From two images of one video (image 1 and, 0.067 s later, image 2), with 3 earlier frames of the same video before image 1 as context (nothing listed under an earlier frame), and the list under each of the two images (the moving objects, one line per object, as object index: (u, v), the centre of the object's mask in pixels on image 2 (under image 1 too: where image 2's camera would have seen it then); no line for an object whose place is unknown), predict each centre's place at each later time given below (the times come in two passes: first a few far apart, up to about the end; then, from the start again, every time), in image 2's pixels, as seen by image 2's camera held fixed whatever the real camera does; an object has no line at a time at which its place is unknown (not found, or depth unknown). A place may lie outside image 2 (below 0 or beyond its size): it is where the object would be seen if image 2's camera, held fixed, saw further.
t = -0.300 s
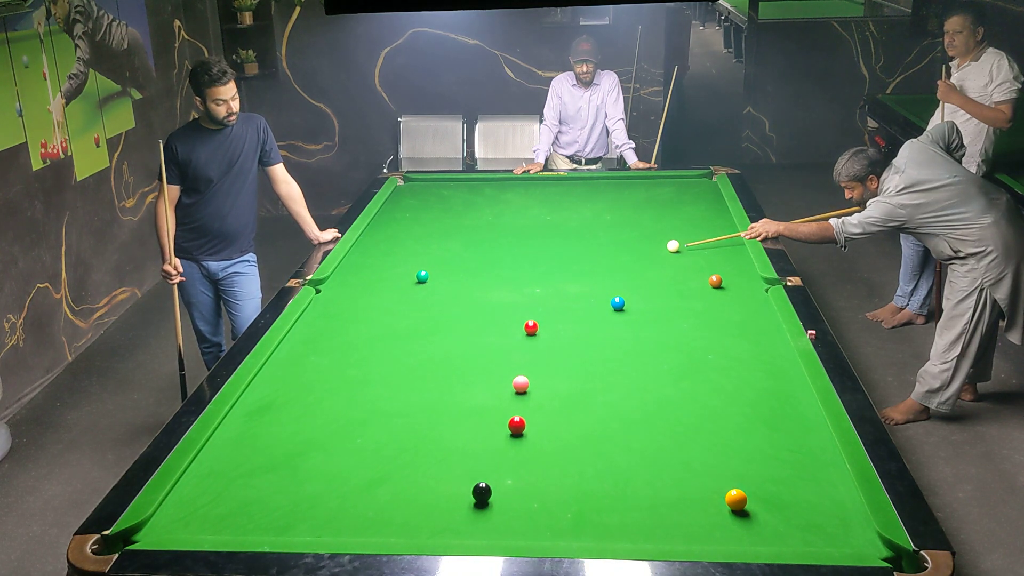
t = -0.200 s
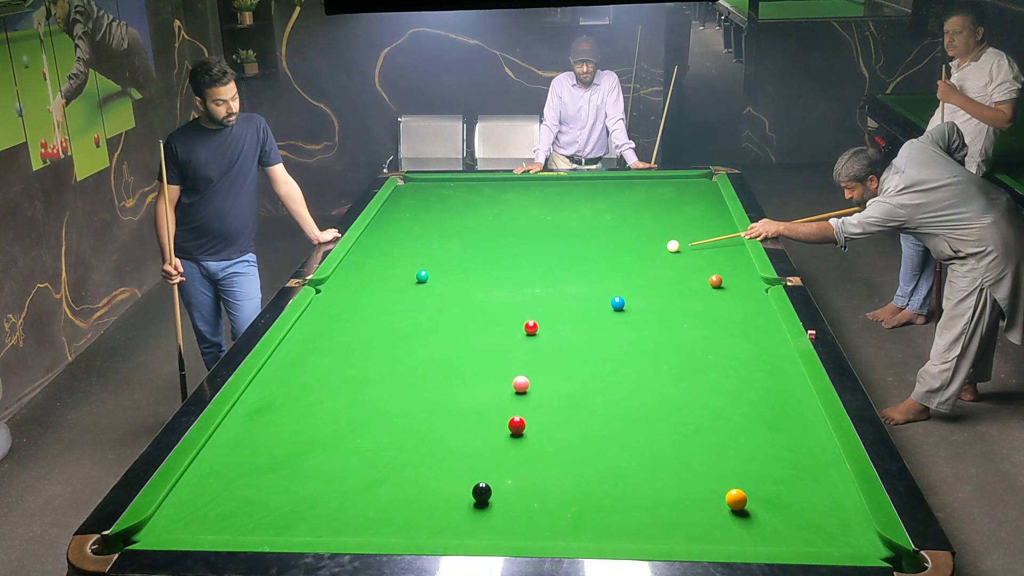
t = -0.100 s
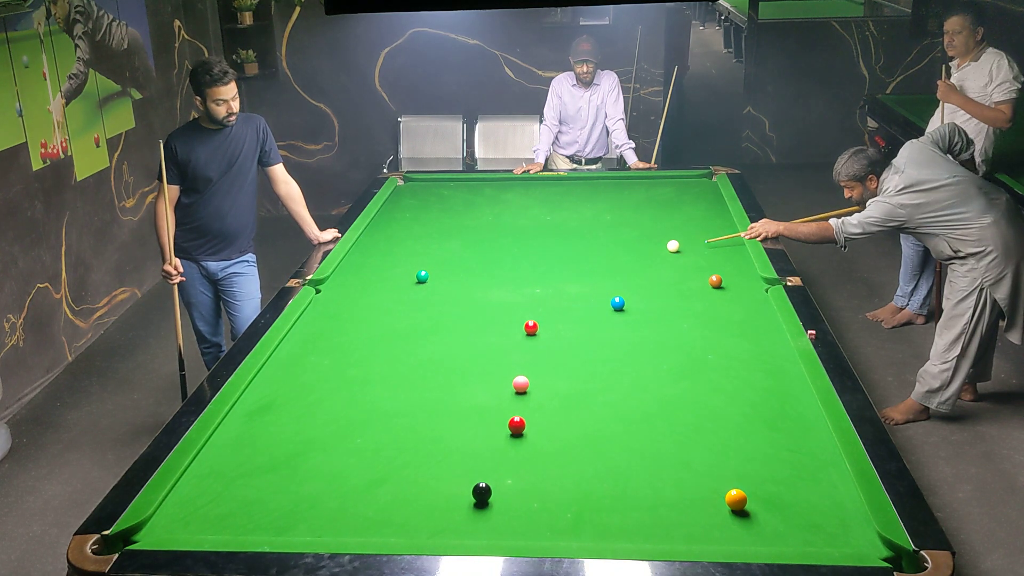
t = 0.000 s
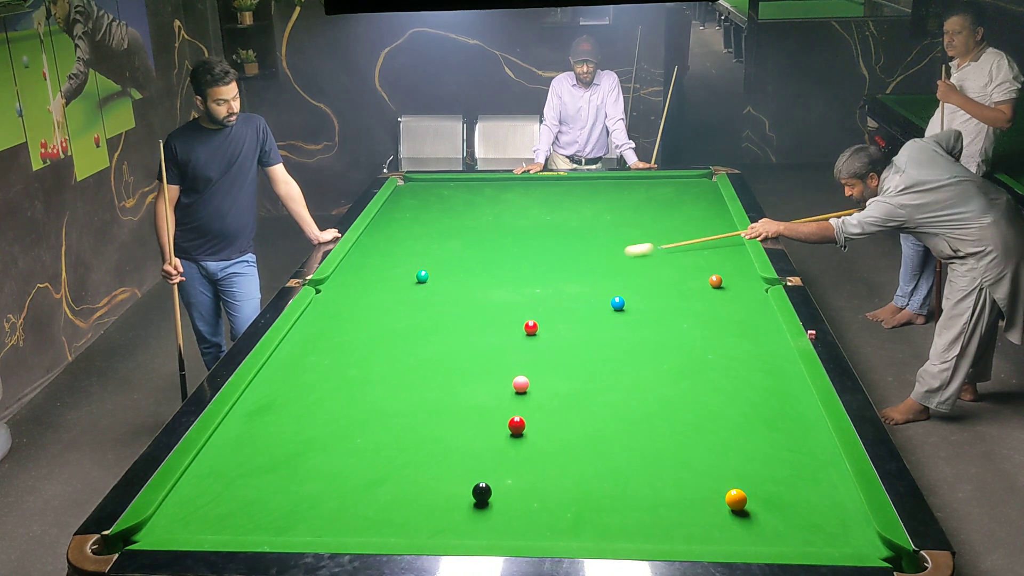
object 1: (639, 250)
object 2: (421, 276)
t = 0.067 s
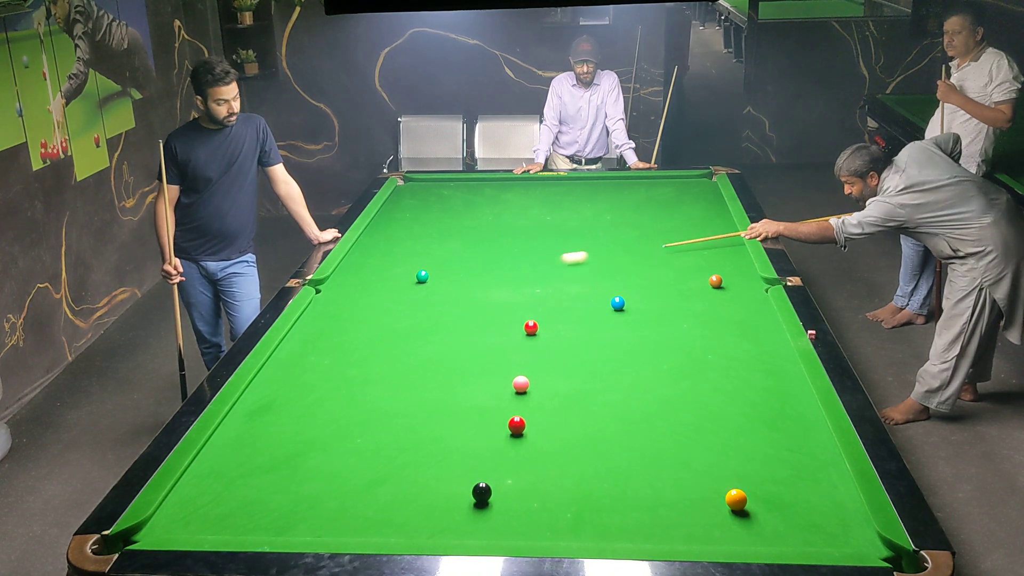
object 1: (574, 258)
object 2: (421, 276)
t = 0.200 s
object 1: (445, 274)
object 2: (421, 276)
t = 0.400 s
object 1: (429, 282)
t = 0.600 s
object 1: (423, 289)
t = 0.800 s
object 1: (417, 295)
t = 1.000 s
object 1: (412, 302)
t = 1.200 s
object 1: (407, 307)
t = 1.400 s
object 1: (402, 313)
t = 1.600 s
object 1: (398, 319)
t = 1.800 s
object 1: (393, 324)
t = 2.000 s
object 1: (390, 329)
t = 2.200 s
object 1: (386, 333)
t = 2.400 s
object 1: (383, 337)
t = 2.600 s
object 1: (380, 340)
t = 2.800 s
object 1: (377, 344)
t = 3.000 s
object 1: (375, 346)
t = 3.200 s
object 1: (373, 348)
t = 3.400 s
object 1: (371, 350)
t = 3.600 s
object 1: (370, 351)
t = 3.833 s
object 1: (369, 351)
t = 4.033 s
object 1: (369, 352)
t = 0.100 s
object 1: (542, 262)
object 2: (421, 276)
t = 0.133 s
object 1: (509, 266)
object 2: (421, 276)
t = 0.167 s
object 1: (478, 270)
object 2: (421, 276)
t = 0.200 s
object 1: (445, 274)
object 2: (421, 276)
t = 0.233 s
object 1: (434, 277)
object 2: (402, 277)
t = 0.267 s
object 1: (432, 278)
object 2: (372, 280)
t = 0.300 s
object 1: (431, 279)
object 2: (343, 282)
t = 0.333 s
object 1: (430, 280)
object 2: (315, 283)
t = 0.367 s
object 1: (429, 281)
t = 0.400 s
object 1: (429, 282)
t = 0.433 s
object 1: (428, 283)
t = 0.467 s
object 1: (427, 285)
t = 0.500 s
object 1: (426, 286)
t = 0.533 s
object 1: (425, 287)
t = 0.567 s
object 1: (424, 288)
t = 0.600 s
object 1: (423, 289)
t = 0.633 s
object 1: (422, 290)
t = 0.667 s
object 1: (421, 291)
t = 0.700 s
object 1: (420, 292)
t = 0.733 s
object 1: (419, 293)
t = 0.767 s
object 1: (418, 294)
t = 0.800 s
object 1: (417, 295)
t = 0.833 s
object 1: (417, 296)
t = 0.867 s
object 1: (416, 297)
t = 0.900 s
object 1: (415, 299)
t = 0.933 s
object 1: (414, 300)
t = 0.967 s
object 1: (413, 301)
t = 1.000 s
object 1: (412, 302)
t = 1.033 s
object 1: (411, 303)
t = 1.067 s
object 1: (410, 304)
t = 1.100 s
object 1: (409, 305)
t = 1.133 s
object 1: (409, 306)
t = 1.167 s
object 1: (408, 307)
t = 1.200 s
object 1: (407, 307)
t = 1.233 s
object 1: (406, 309)
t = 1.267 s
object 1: (405, 310)
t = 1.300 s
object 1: (405, 311)
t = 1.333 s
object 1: (404, 311)
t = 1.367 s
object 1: (403, 312)
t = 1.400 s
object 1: (402, 313)
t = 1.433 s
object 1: (401, 314)
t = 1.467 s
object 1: (401, 315)
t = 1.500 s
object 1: (400, 316)
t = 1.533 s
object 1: (399, 317)
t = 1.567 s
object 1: (398, 318)
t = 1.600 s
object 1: (398, 319)
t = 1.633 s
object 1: (397, 320)
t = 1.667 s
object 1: (396, 320)
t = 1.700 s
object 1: (395, 321)
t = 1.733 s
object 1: (395, 322)
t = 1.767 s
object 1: (394, 323)
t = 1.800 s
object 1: (393, 324)
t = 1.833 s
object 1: (393, 325)
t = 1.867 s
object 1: (392, 325)
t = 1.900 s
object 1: (392, 326)
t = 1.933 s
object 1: (391, 327)
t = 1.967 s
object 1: (390, 328)
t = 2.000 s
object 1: (390, 329)
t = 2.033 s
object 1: (389, 329)
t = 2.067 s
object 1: (388, 330)
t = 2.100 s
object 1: (388, 331)
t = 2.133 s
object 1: (387, 332)
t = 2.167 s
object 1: (387, 332)
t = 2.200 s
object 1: (386, 333)
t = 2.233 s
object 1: (385, 334)
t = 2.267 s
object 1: (385, 334)
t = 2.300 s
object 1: (384, 335)
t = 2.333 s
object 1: (384, 336)
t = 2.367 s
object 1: (383, 336)
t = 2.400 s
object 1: (383, 337)
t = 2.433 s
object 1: (382, 338)
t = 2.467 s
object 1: (382, 338)
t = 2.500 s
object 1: (381, 339)
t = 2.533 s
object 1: (381, 339)
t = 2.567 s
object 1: (380, 340)
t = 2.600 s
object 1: (380, 340)
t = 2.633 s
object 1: (379, 341)
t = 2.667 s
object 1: (379, 342)
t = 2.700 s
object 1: (378, 342)
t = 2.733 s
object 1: (378, 343)
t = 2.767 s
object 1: (377, 343)
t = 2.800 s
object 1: (377, 344)
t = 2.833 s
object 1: (376, 344)
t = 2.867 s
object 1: (376, 345)
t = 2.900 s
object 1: (376, 345)
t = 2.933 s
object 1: (375, 345)
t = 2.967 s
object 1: (375, 346)
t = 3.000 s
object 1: (375, 346)
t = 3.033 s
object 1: (374, 347)
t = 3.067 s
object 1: (374, 347)
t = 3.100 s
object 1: (374, 348)
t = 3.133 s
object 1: (373, 348)
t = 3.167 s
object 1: (373, 348)
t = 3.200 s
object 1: (373, 348)
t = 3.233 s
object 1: (372, 349)
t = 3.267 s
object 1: (372, 349)
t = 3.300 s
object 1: (372, 349)
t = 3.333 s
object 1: (371, 349)
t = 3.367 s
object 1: (371, 350)
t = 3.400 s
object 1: (371, 350)
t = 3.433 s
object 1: (370, 350)
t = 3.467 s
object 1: (370, 350)
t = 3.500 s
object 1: (370, 350)
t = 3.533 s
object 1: (370, 351)
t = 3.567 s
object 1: (370, 351)
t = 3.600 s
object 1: (370, 351)
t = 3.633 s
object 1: (370, 351)
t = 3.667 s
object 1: (369, 351)
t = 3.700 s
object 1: (369, 351)
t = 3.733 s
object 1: (369, 351)
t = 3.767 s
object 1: (369, 351)
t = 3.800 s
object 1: (369, 351)
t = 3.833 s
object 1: (369, 351)
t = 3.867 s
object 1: (369, 352)
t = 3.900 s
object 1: (369, 352)
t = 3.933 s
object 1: (369, 352)
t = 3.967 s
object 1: (369, 352)
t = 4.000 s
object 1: (369, 352)
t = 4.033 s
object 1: (369, 352)
